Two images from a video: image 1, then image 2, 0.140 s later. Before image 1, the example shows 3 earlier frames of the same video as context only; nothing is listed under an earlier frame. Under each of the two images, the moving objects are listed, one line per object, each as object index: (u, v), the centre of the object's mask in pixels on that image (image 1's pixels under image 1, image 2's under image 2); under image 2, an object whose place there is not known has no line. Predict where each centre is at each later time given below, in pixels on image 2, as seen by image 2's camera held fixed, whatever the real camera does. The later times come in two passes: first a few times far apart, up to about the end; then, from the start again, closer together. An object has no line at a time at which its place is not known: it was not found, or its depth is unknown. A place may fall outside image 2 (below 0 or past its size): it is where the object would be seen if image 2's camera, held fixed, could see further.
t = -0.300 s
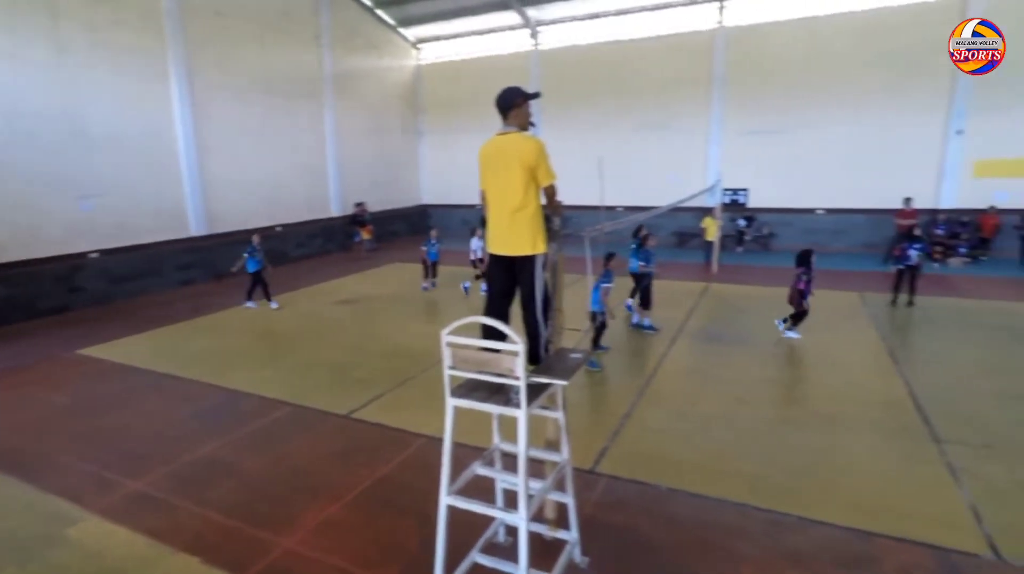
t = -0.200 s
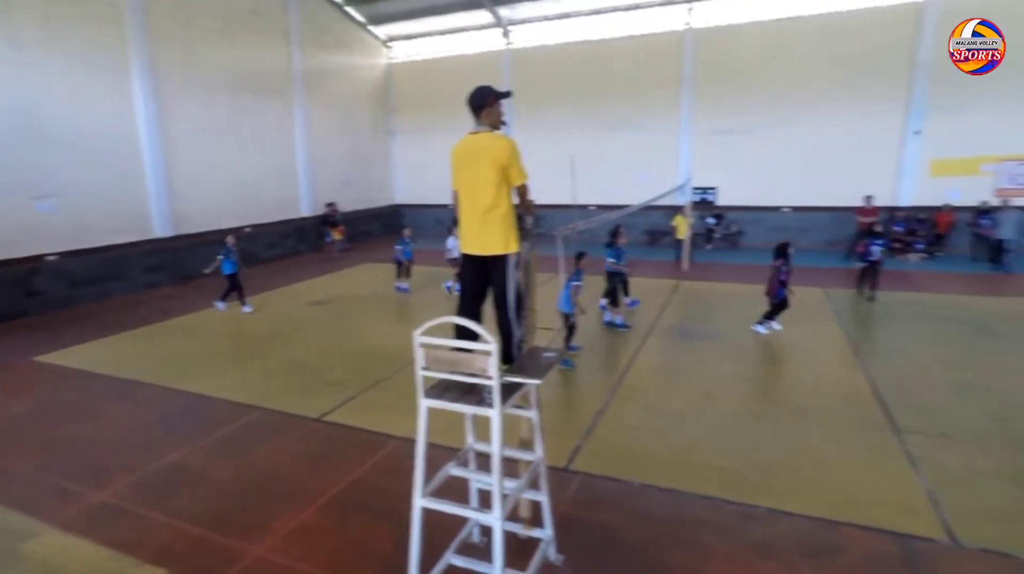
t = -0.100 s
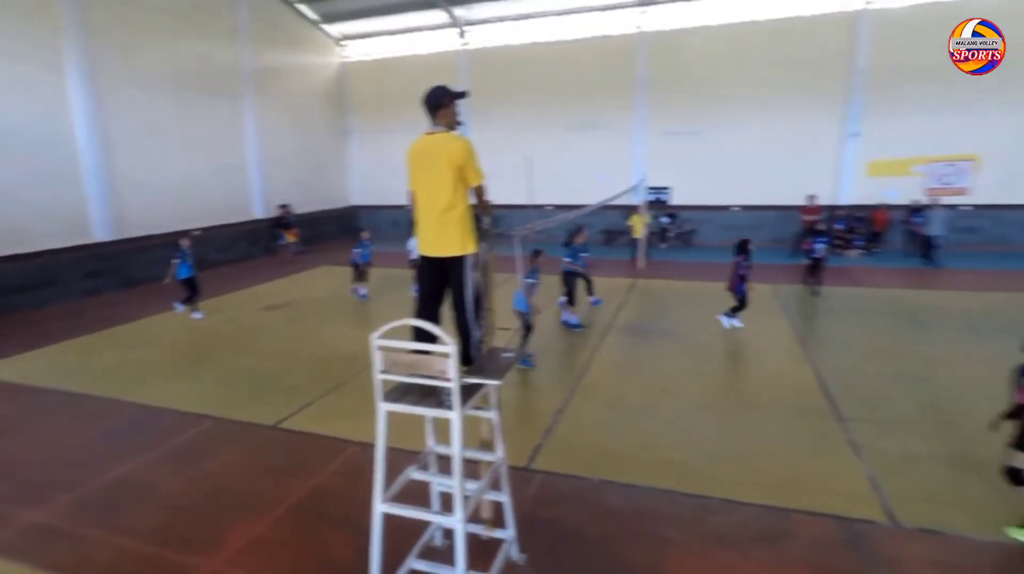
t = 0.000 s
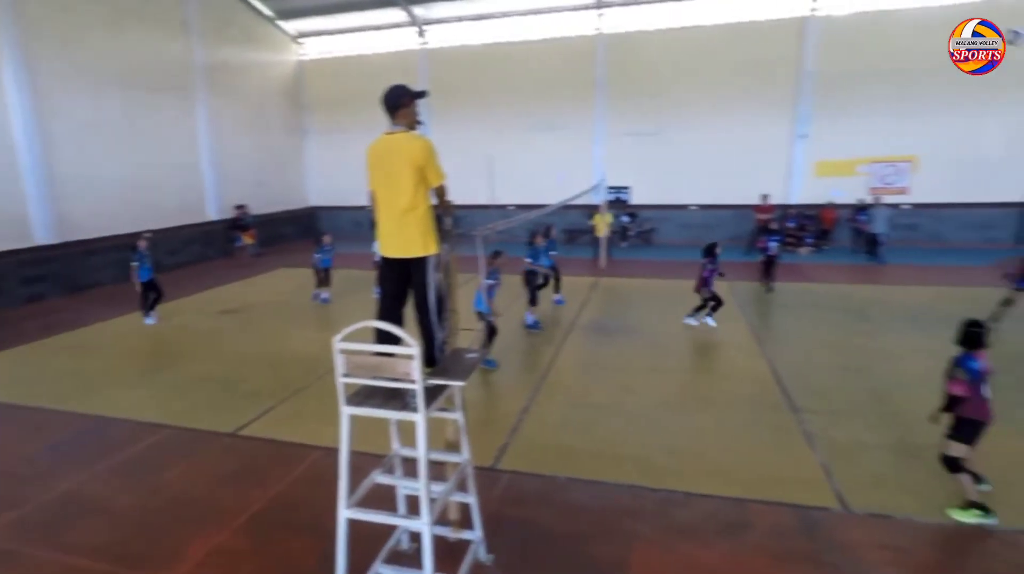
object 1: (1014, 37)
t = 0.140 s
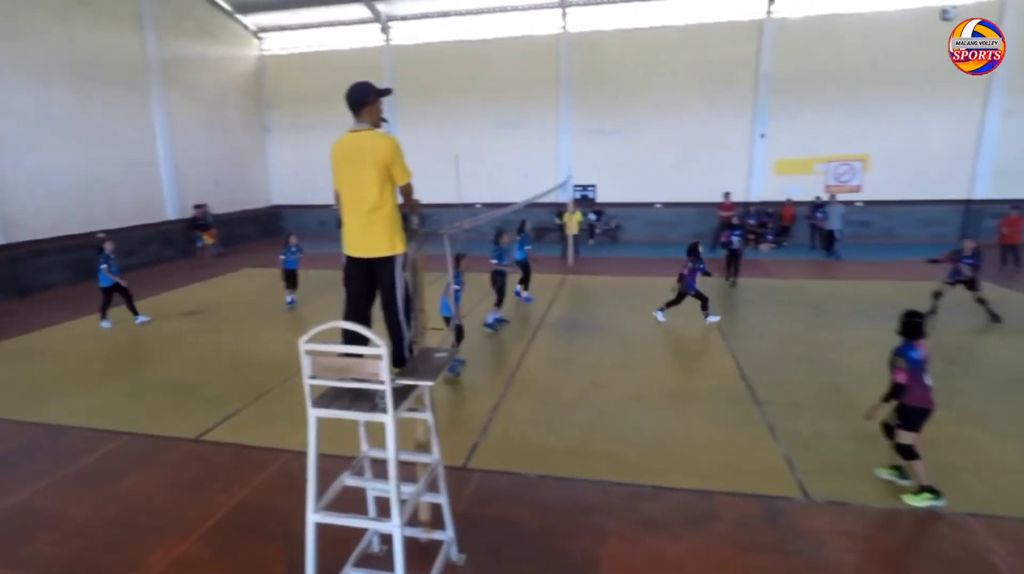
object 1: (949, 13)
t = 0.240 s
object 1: (940, 3)
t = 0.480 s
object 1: (915, 12)
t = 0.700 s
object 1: (892, 52)
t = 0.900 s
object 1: (869, 118)
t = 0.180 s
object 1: (945, 8)
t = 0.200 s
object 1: (943, 6)
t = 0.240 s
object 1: (940, 3)
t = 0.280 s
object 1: (936, 2)
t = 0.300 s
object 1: (934, 2)
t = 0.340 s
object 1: (929, 1)
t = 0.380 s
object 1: (925, 3)
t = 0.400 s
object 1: (923, 5)
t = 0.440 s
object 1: (919, 8)
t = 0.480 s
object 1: (915, 12)
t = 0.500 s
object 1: (912, 14)
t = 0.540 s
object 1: (909, 20)
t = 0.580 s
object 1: (905, 25)
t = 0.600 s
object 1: (903, 29)
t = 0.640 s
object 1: (899, 37)
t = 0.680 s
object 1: (894, 47)
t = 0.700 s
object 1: (892, 52)
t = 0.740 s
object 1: (887, 64)
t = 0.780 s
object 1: (882, 75)
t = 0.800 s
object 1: (880, 82)
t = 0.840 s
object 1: (875, 95)
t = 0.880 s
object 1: (871, 110)
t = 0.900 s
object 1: (869, 118)
